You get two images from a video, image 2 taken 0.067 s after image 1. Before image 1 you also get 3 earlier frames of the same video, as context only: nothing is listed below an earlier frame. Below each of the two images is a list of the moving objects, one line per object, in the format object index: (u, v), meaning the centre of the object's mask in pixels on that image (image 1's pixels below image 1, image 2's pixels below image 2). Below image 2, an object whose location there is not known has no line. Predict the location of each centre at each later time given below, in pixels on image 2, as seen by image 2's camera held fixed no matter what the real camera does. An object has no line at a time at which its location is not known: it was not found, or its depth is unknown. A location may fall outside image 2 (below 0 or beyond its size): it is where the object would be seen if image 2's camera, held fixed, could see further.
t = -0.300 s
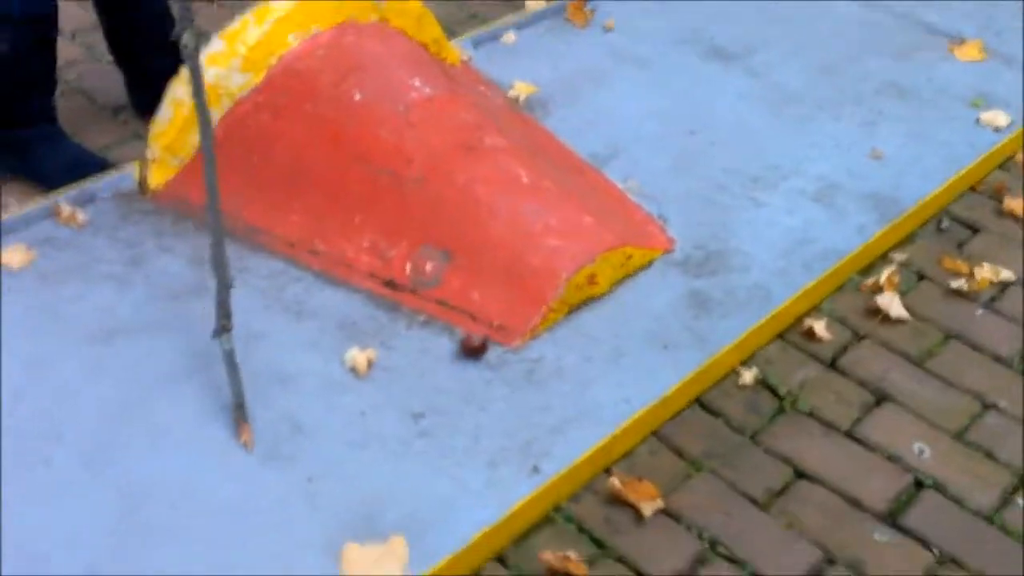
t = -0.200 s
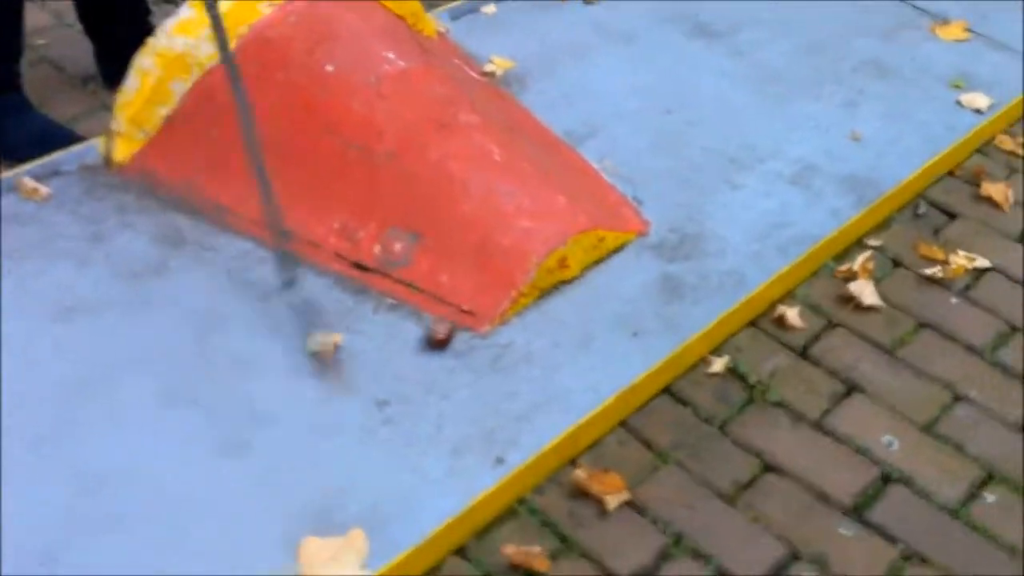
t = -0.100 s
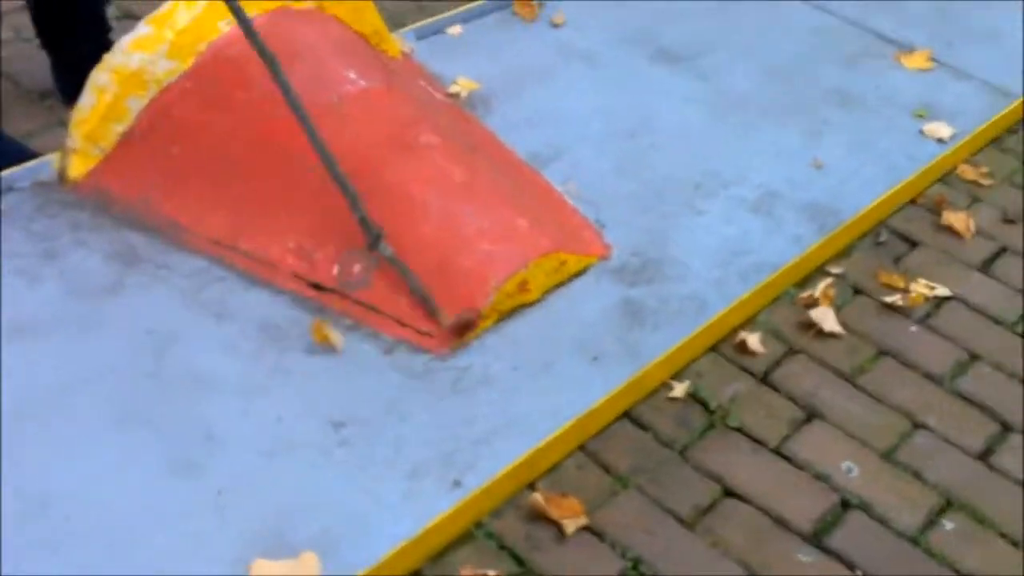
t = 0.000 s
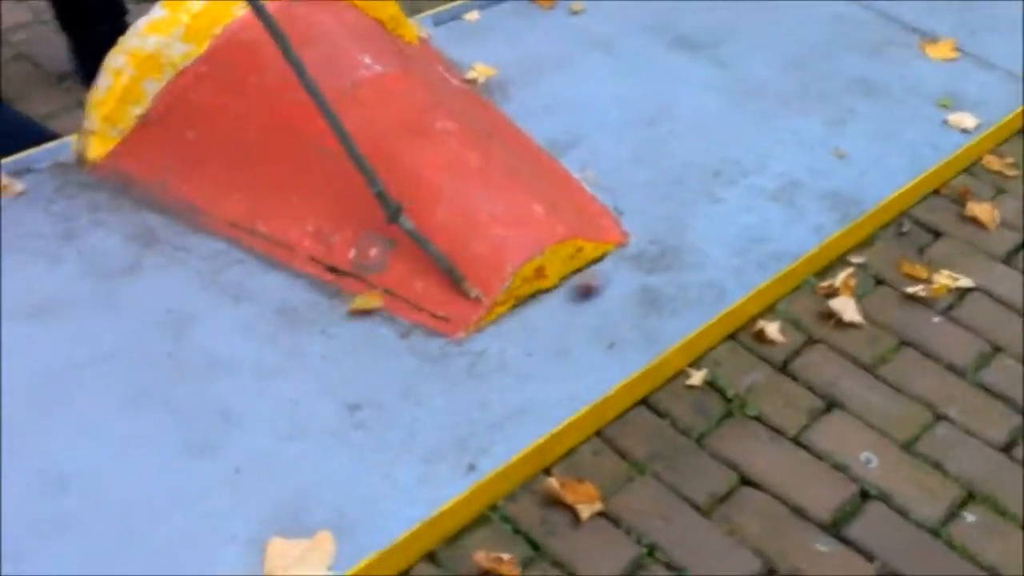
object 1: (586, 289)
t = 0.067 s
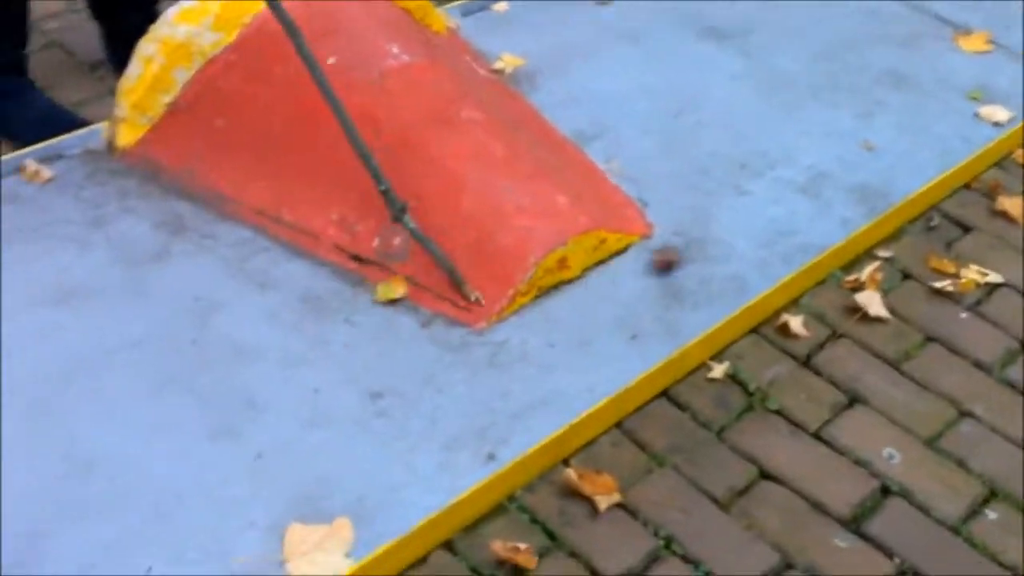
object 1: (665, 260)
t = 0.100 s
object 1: (688, 256)
